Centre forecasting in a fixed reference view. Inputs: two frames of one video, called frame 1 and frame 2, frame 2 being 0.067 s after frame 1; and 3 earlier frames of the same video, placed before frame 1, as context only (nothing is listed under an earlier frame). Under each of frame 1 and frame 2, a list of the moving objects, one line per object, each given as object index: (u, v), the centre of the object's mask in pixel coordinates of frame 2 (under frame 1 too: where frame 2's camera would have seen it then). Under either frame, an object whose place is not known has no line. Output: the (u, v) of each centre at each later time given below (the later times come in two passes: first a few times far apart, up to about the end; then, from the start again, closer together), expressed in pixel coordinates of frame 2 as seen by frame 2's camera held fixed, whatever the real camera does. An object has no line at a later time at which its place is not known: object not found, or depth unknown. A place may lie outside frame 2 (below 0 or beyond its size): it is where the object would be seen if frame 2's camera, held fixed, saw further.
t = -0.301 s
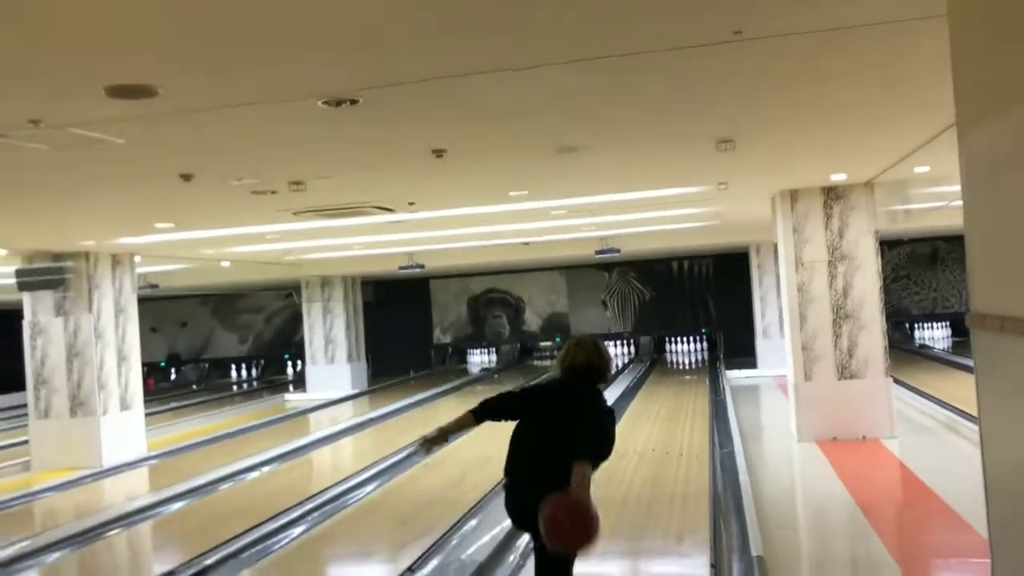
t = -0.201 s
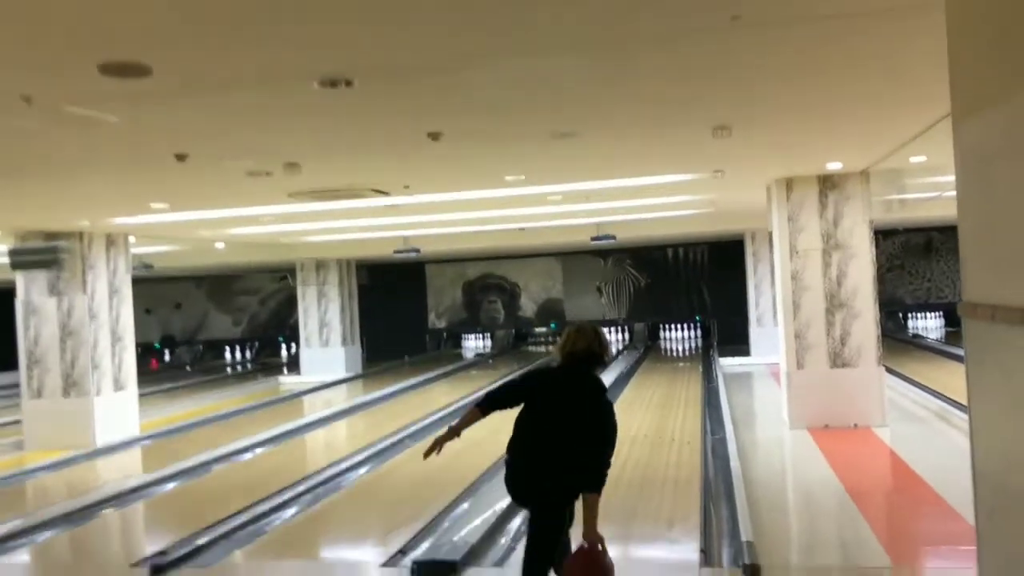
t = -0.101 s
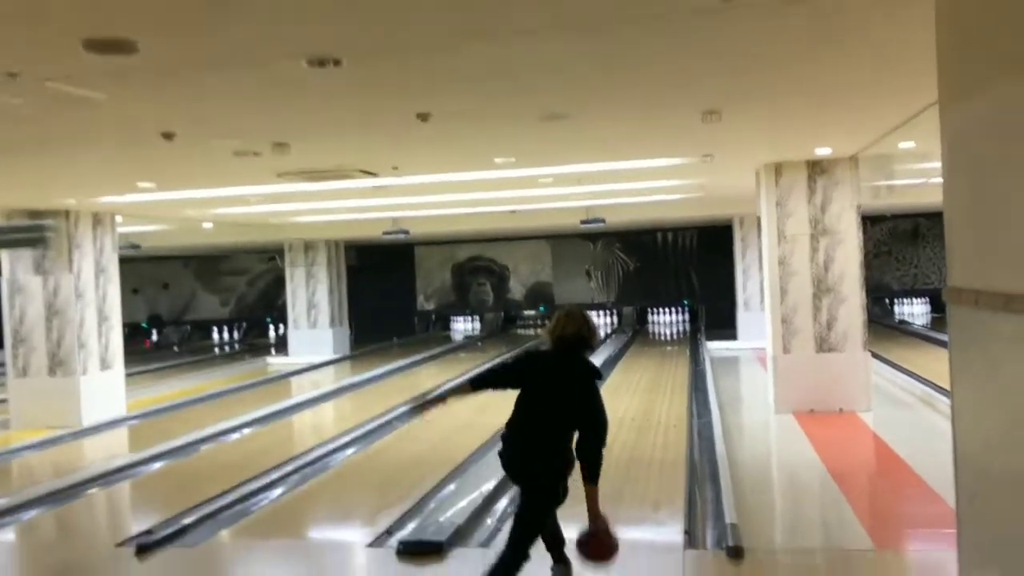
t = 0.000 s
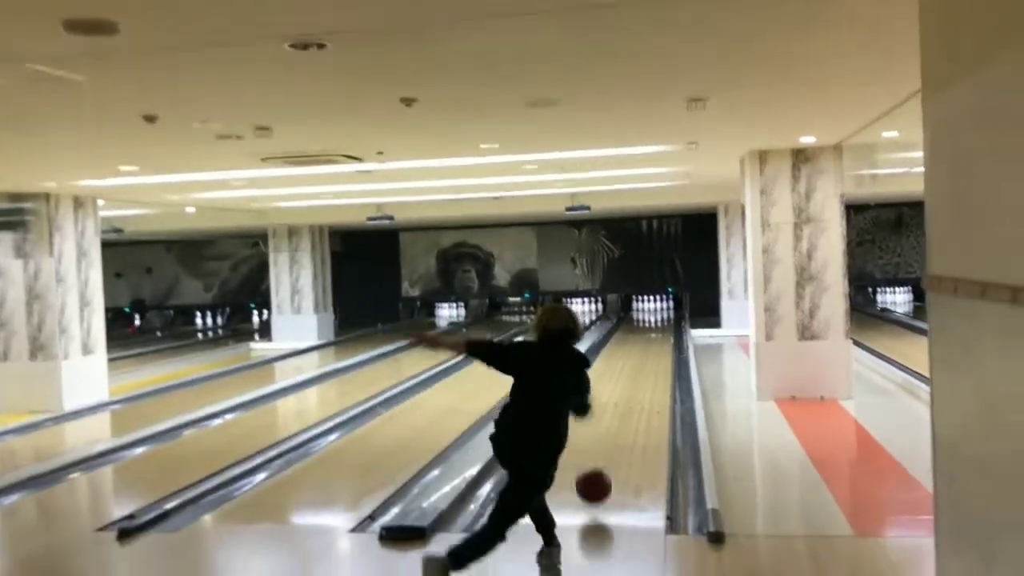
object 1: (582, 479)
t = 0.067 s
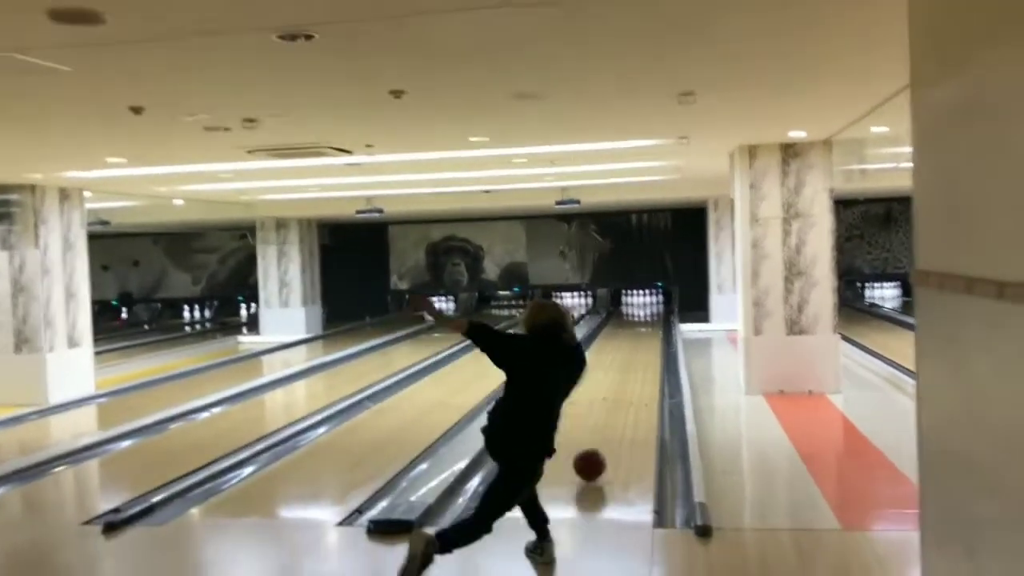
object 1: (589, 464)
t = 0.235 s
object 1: (602, 424)
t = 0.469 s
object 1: (614, 386)
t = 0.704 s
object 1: (622, 362)
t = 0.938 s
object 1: (628, 342)
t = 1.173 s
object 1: (632, 330)
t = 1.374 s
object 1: (635, 322)
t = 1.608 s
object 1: (637, 314)
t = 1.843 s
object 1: (639, 310)
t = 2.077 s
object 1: (641, 303)
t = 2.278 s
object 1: (640, 300)
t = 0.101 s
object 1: (592, 456)
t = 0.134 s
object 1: (595, 447)
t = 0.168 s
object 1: (598, 439)
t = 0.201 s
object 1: (600, 431)
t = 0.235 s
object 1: (602, 424)
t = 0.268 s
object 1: (605, 418)
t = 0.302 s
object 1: (606, 412)
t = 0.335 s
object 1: (608, 406)
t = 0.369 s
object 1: (609, 400)
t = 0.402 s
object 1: (611, 395)
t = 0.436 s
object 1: (612, 391)
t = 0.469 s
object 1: (614, 386)
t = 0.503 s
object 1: (615, 382)
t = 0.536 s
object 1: (616, 378)
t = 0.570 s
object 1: (618, 374)
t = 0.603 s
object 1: (623, 371)
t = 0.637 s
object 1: (623, 368)
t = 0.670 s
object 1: (622, 365)
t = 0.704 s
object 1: (622, 362)
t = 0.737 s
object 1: (622, 360)
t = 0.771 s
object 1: (623, 357)
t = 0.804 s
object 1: (624, 354)
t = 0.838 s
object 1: (625, 351)
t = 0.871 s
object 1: (626, 349)
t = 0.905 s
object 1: (626, 347)
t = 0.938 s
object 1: (628, 342)
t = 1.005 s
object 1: (629, 339)
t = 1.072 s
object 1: (630, 338)
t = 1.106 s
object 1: (631, 335)
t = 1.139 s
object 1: (632, 332)
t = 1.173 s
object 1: (632, 330)
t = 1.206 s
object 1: (632, 329)
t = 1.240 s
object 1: (633, 328)
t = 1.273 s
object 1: (633, 327)
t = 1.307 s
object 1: (634, 326)
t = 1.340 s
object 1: (635, 324)
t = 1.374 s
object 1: (635, 322)
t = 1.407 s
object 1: (635, 322)
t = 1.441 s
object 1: (636, 320)
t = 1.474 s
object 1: (636, 317)
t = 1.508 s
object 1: (636, 316)
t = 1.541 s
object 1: (637, 316)
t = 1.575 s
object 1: (637, 315)
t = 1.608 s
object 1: (637, 314)
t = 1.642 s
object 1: (637, 314)
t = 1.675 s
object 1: (638, 313)
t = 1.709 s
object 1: (639, 313)
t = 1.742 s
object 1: (639, 312)
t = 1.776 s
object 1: (639, 311)
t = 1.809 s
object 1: (639, 310)
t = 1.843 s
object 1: (639, 310)
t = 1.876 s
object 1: (639, 309)
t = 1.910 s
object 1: (640, 308)
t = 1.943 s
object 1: (641, 305)
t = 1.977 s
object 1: (641, 304)
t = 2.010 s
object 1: (641, 303)
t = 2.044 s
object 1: (641, 303)
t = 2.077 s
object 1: (641, 303)
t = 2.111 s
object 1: (641, 302)
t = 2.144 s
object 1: (641, 302)
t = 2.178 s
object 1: (641, 301)
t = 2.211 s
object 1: (641, 300)
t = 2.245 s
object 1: (640, 300)
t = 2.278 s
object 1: (640, 300)
